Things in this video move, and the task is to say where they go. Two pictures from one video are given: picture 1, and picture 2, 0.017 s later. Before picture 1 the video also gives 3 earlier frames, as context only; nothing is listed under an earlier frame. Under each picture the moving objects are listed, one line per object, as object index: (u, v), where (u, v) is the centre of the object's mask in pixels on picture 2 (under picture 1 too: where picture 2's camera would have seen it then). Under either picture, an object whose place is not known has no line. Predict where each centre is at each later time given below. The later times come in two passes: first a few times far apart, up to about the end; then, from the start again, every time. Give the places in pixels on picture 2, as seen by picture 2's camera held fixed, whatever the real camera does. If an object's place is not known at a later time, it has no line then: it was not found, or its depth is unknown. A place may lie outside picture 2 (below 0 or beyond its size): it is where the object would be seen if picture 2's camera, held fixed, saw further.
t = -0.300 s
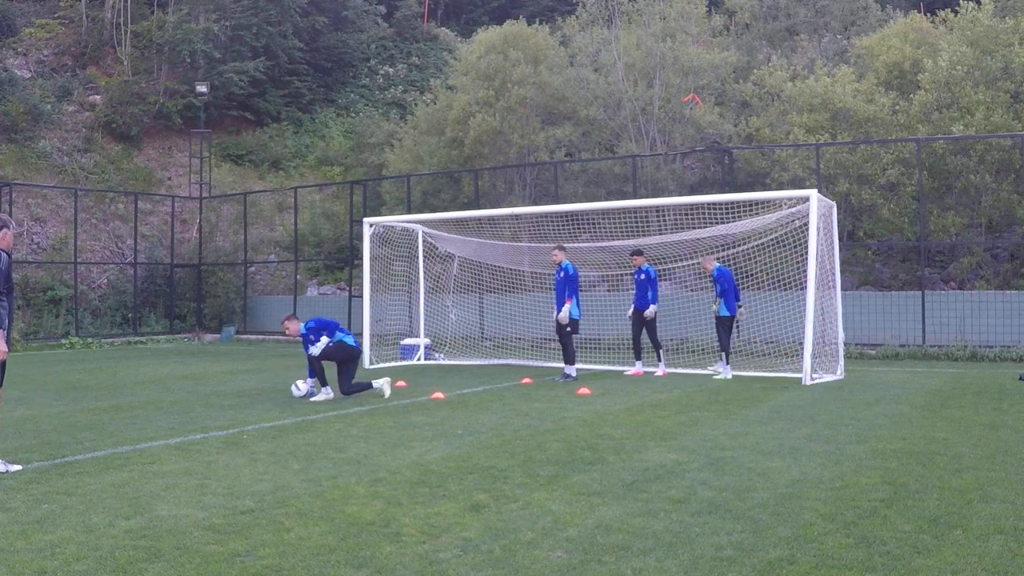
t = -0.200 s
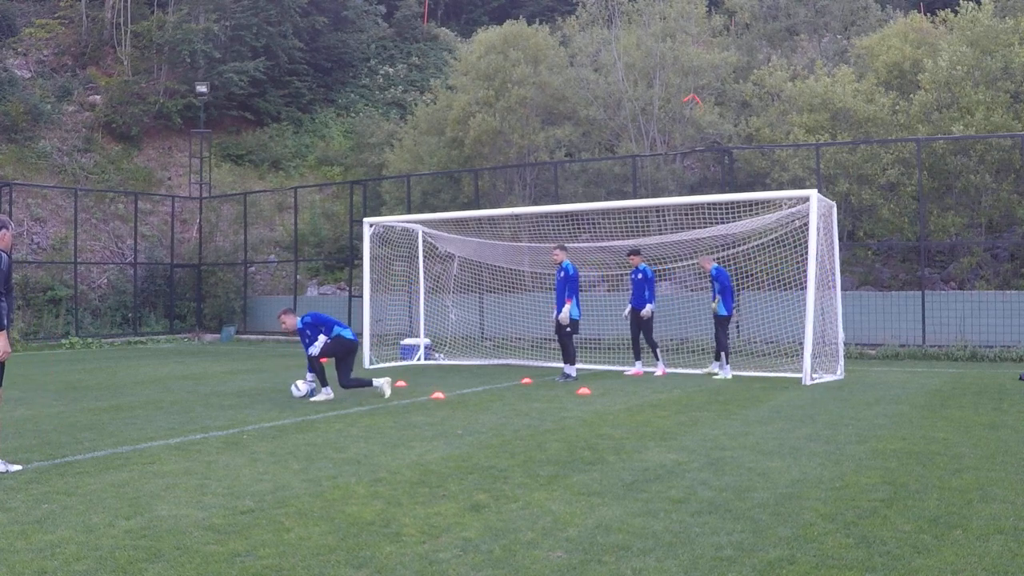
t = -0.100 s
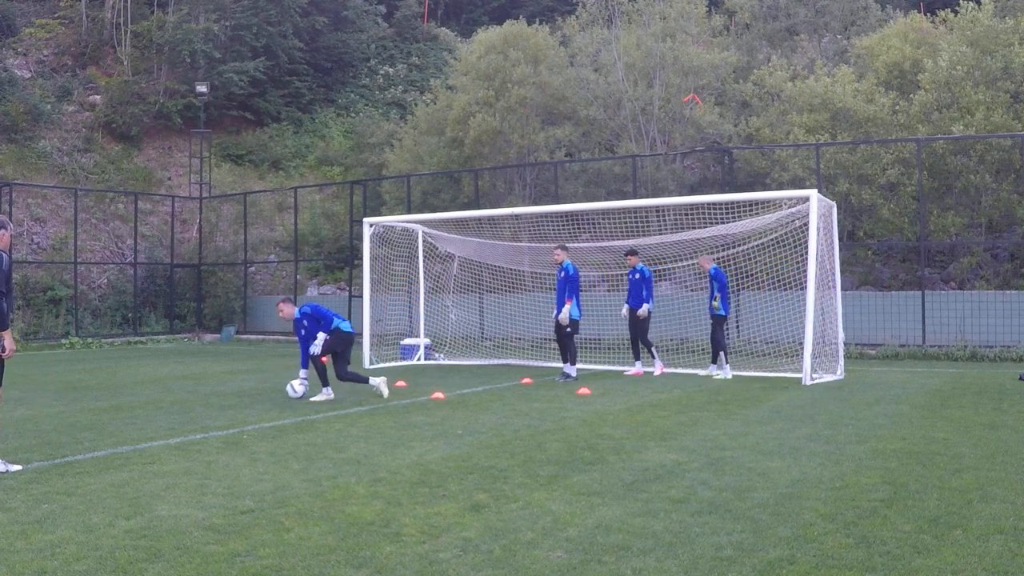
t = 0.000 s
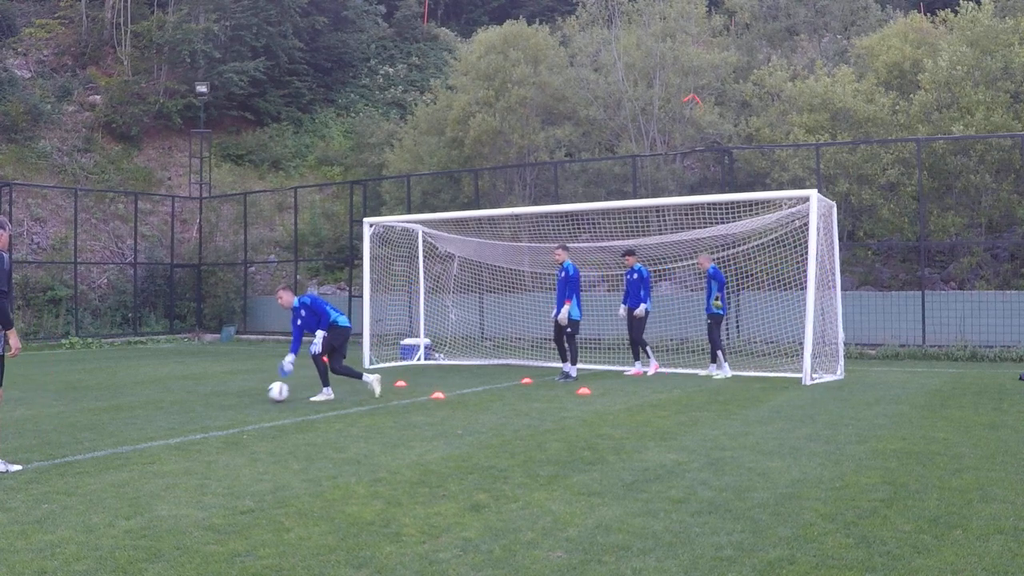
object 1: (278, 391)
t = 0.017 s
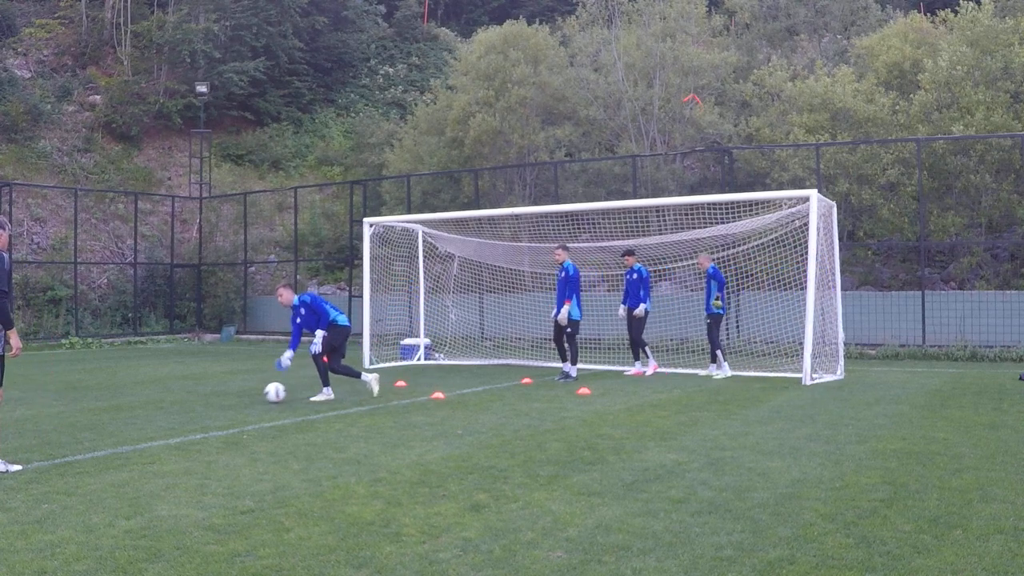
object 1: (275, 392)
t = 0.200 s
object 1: (237, 402)
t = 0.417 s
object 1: (191, 412)
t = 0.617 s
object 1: (146, 421)
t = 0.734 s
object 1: (117, 426)
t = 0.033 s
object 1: (271, 393)
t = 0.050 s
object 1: (268, 395)
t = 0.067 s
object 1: (264, 396)
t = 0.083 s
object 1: (260, 398)
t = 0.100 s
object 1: (257, 398)
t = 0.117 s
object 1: (254, 399)
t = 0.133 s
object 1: (250, 399)
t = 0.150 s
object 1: (247, 400)
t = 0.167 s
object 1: (244, 400)
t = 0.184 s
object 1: (240, 401)
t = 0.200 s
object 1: (237, 402)
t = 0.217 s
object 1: (233, 403)
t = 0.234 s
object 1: (230, 404)
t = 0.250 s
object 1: (226, 405)
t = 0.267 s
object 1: (223, 406)
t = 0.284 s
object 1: (219, 406)
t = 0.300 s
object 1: (216, 406)
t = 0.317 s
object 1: (213, 406)
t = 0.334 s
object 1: (209, 407)
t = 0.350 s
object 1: (206, 409)
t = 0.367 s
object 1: (202, 409)
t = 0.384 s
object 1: (198, 411)
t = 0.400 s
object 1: (195, 412)
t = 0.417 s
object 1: (191, 412)
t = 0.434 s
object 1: (188, 412)
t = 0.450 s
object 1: (184, 413)
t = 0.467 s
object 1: (181, 414)
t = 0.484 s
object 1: (177, 414)
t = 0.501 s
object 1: (173, 415)
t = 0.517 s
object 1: (169, 416)
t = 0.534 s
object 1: (165, 417)
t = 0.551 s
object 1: (161, 418)
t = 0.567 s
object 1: (157, 418)
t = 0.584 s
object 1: (154, 419)
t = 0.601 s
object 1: (150, 420)
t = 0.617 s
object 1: (146, 421)
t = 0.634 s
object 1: (142, 422)
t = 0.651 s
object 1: (138, 423)
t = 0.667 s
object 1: (134, 424)
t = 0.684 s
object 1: (129, 425)
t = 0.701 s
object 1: (125, 425)
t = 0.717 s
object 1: (121, 426)
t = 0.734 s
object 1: (117, 426)
